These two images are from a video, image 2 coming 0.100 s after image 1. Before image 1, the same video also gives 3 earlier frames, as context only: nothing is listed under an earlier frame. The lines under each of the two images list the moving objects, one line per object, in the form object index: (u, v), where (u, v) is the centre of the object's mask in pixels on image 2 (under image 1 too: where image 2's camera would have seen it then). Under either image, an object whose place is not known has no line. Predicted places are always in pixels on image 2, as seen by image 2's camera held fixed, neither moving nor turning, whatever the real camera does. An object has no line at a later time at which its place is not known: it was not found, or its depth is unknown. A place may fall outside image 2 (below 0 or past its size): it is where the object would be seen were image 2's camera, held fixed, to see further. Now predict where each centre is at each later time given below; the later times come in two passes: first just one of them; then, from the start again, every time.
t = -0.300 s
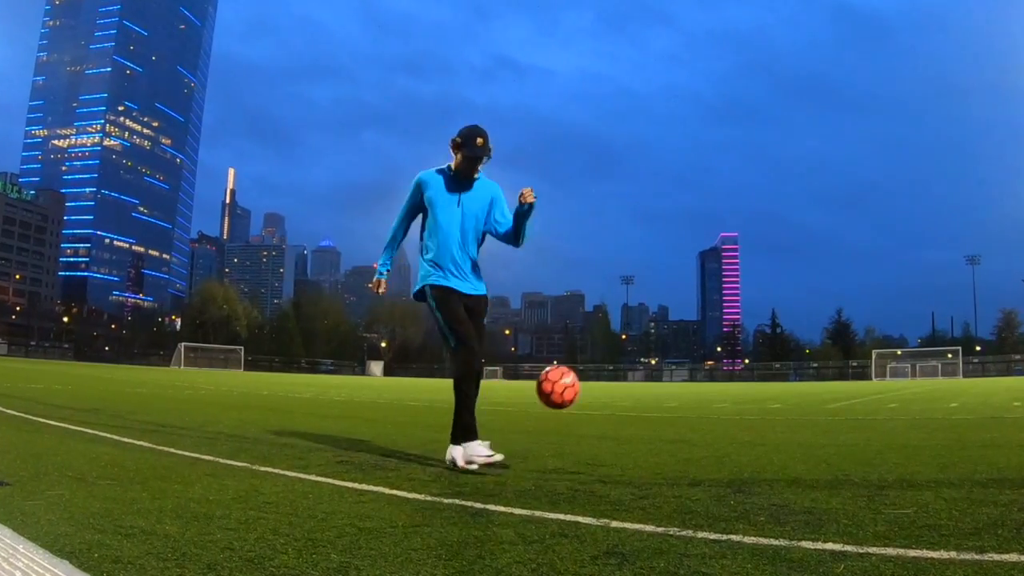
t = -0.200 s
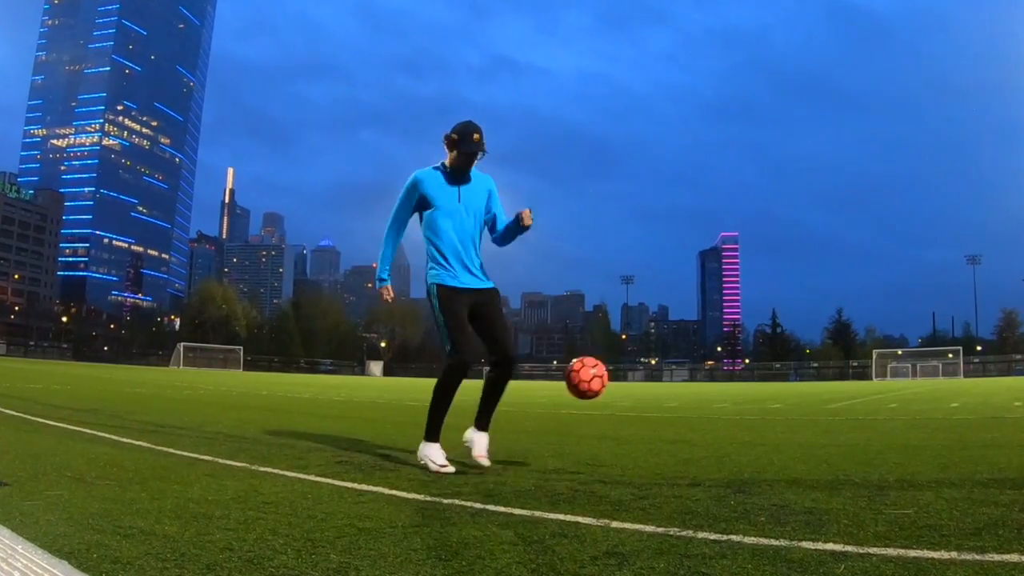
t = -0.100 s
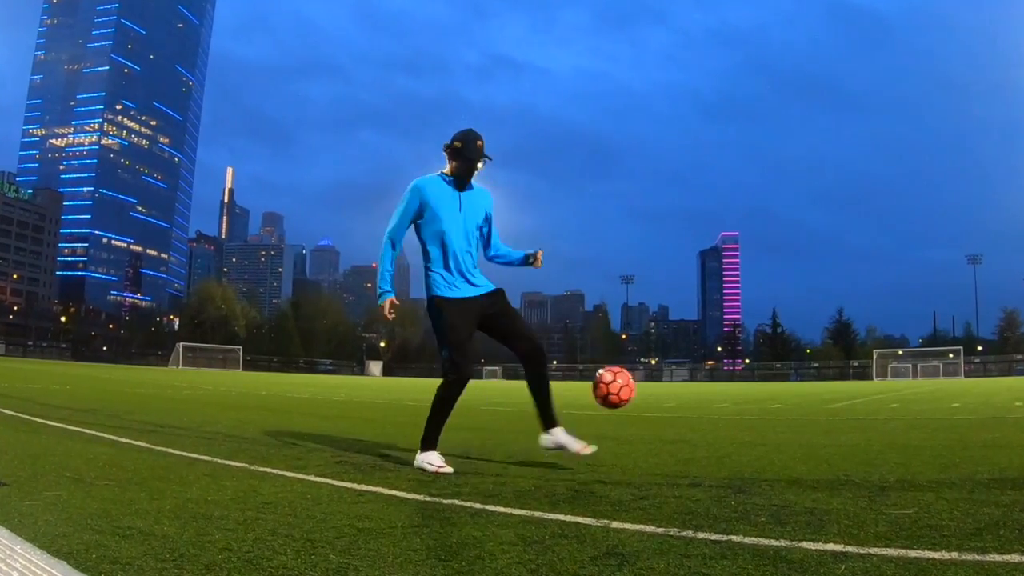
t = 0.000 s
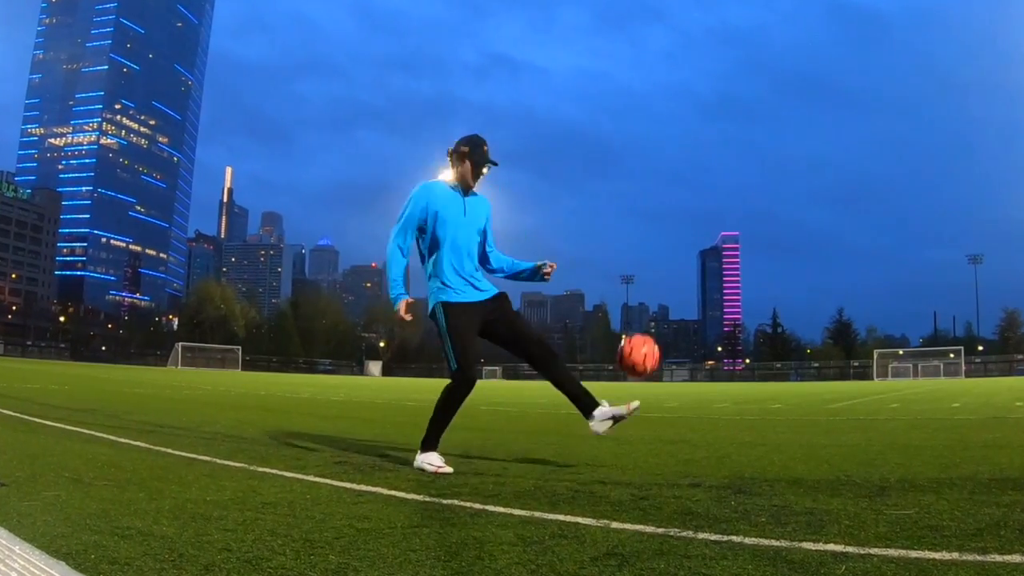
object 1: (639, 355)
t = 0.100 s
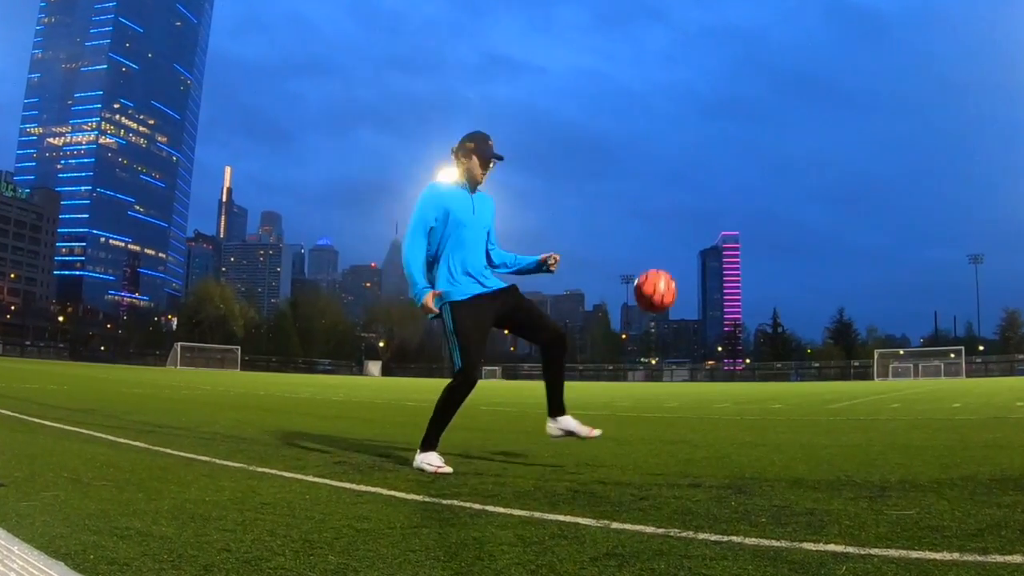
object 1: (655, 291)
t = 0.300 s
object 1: (682, 219)
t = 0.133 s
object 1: (660, 273)
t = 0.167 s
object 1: (665, 258)
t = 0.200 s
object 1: (670, 245)
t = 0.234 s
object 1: (674, 235)
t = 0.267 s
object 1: (678, 226)
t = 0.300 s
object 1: (682, 219)
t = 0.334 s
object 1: (686, 215)
